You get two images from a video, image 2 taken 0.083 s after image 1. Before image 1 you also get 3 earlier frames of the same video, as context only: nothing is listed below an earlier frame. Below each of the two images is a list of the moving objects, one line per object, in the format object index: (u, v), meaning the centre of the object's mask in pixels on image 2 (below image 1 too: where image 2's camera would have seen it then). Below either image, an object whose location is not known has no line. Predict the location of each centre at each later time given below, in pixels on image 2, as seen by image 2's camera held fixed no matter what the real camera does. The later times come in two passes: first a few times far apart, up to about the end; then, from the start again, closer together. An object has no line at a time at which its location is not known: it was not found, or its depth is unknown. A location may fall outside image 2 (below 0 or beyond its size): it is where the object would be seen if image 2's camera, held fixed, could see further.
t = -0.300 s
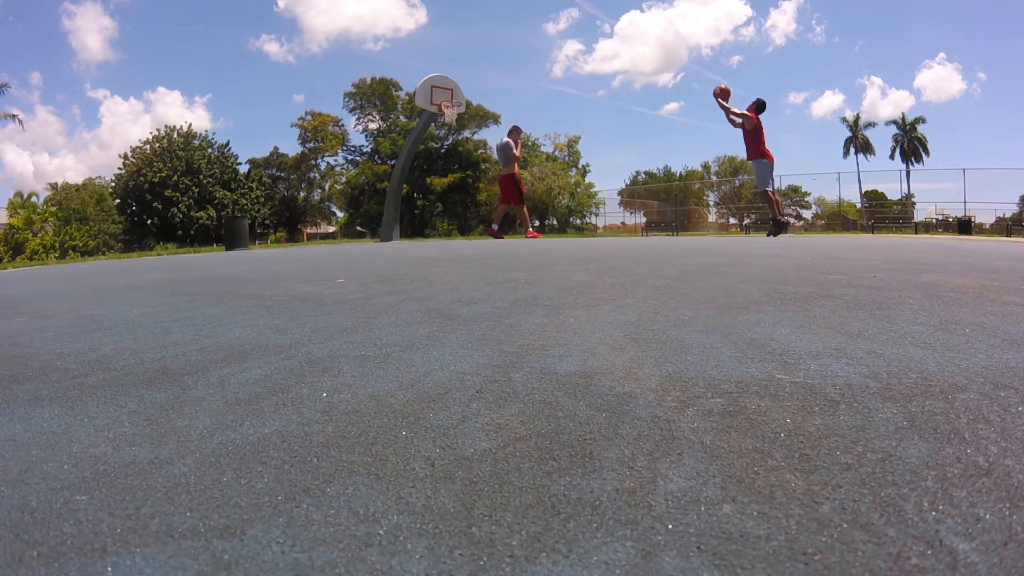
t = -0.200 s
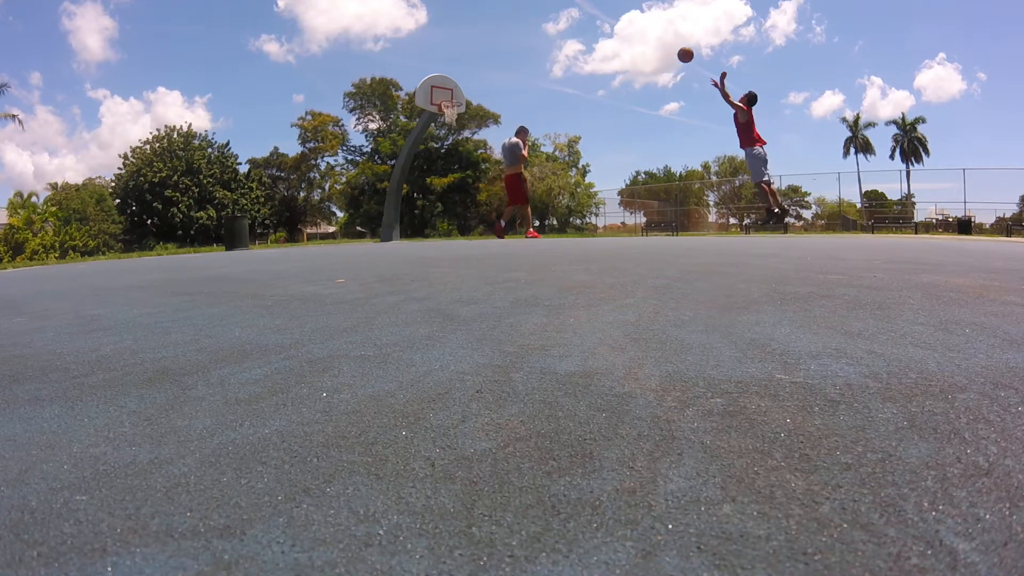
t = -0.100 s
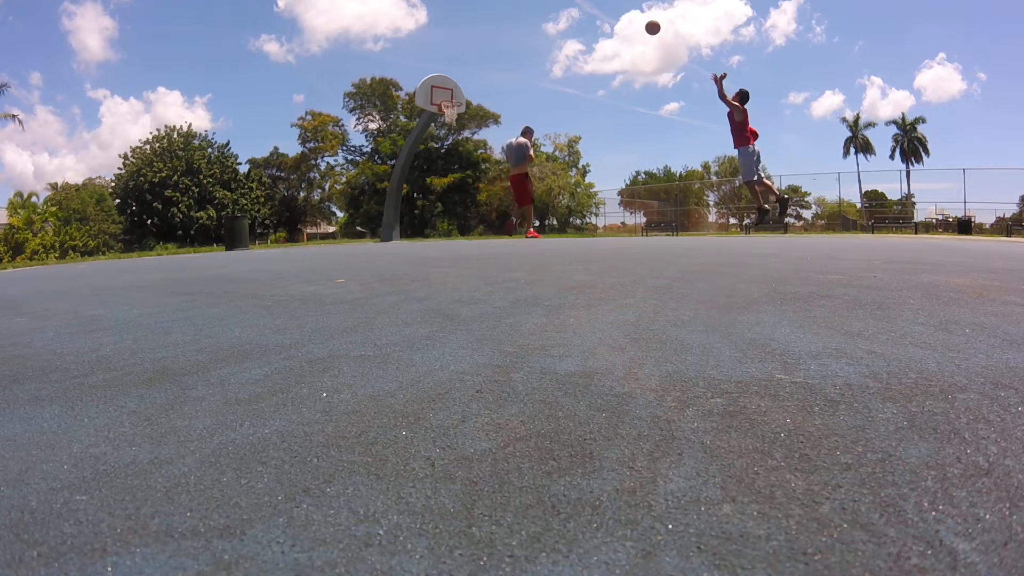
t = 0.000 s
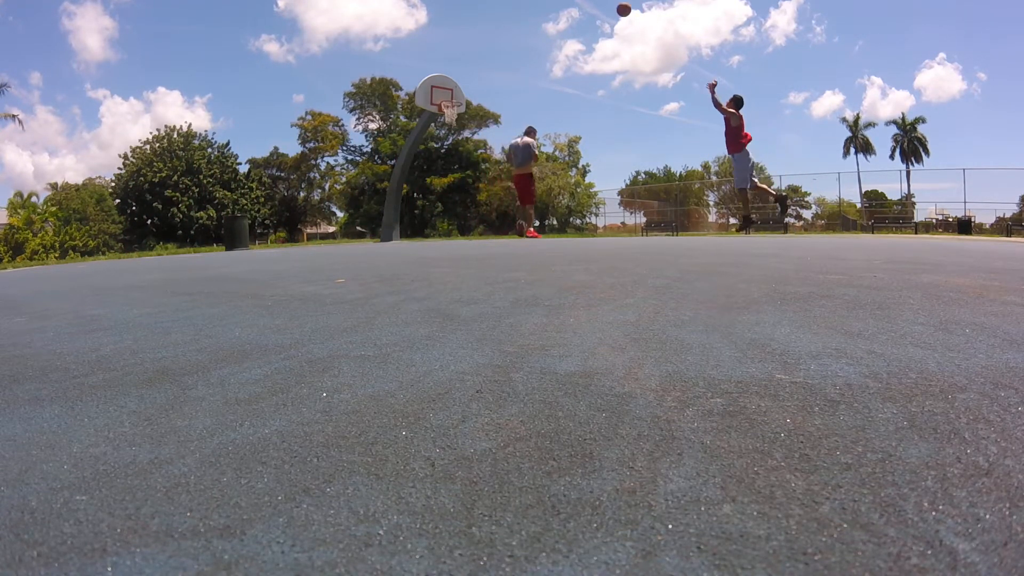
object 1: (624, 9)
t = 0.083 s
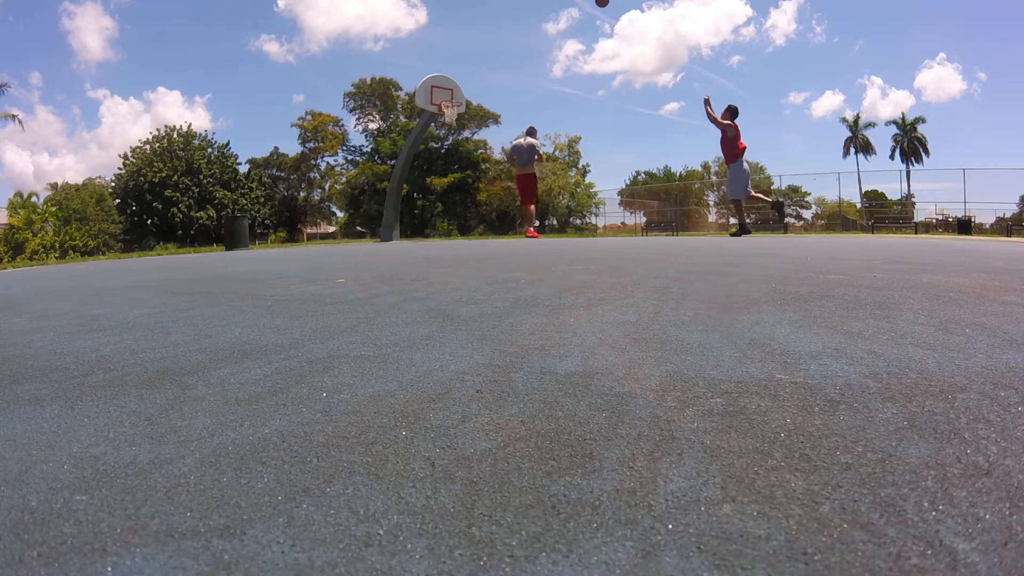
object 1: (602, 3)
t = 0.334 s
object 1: (547, 2)
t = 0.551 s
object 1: (509, 18)
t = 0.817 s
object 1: (471, 67)
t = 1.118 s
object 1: (435, 80)
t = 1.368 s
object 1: (402, 65)
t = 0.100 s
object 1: (598, 3)
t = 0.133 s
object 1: (590, 2)
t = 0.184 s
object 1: (578, 1)
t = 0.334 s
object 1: (547, 2)
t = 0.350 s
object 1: (544, 2)
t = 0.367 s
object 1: (541, 2)
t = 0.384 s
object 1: (538, 3)
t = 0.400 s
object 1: (535, 4)
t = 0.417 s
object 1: (532, 4)
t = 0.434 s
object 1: (529, 5)
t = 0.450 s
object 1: (526, 6)
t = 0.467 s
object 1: (523, 8)
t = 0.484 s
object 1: (520, 10)
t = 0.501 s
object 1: (517, 12)
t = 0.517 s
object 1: (515, 14)
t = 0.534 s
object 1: (512, 16)
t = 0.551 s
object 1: (509, 18)
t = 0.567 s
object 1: (507, 21)
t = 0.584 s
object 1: (504, 23)
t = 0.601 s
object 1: (502, 26)
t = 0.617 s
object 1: (499, 29)
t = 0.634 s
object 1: (497, 31)
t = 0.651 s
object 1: (494, 34)
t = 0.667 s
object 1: (492, 37)
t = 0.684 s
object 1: (489, 40)
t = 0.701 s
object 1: (487, 43)
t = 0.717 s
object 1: (484, 46)
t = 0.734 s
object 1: (482, 50)
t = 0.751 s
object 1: (480, 53)
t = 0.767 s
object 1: (478, 57)
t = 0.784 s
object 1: (475, 60)
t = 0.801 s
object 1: (473, 64)
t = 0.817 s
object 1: (471, 67)
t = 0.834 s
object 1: (469, 71)
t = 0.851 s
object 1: (467, 75)
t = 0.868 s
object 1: (465, 79)
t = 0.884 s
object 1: (463, 83)
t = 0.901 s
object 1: (461, 88)
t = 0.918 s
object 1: (459, 92)
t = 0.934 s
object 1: (456, 96)
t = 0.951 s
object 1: (455, 99)
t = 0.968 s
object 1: (454, 98)
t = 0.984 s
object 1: (451, 97)
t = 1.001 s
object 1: (449, 95)
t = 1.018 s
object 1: (447, 92)
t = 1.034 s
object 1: (445, 90)
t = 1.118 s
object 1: (435, 80)
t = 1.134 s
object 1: (433, 78)
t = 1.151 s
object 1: (431, 77)
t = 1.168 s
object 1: (429, 75)
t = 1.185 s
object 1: (427, 73)
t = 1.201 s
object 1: (425, 72)
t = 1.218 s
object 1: (423, 71)
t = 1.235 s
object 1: (421, 70)
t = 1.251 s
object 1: (419, 69)
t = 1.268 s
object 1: (416, 68)
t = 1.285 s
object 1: (414, 67)
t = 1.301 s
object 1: (412, 67)
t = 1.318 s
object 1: (410, 66)
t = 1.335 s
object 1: (407, 66)
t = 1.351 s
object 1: (405, 66)
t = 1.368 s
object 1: (402, 65)
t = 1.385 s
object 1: (400, 65)
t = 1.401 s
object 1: (398, 65)
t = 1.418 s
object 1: (395, 66)
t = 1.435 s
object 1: (393, 66)
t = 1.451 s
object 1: (390, 67)
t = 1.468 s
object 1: (387, 68)
